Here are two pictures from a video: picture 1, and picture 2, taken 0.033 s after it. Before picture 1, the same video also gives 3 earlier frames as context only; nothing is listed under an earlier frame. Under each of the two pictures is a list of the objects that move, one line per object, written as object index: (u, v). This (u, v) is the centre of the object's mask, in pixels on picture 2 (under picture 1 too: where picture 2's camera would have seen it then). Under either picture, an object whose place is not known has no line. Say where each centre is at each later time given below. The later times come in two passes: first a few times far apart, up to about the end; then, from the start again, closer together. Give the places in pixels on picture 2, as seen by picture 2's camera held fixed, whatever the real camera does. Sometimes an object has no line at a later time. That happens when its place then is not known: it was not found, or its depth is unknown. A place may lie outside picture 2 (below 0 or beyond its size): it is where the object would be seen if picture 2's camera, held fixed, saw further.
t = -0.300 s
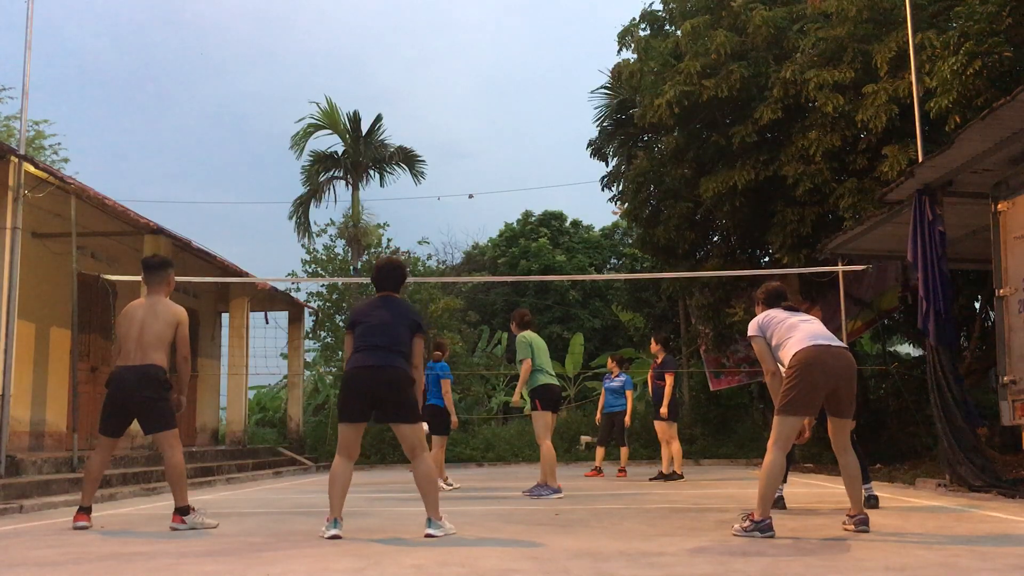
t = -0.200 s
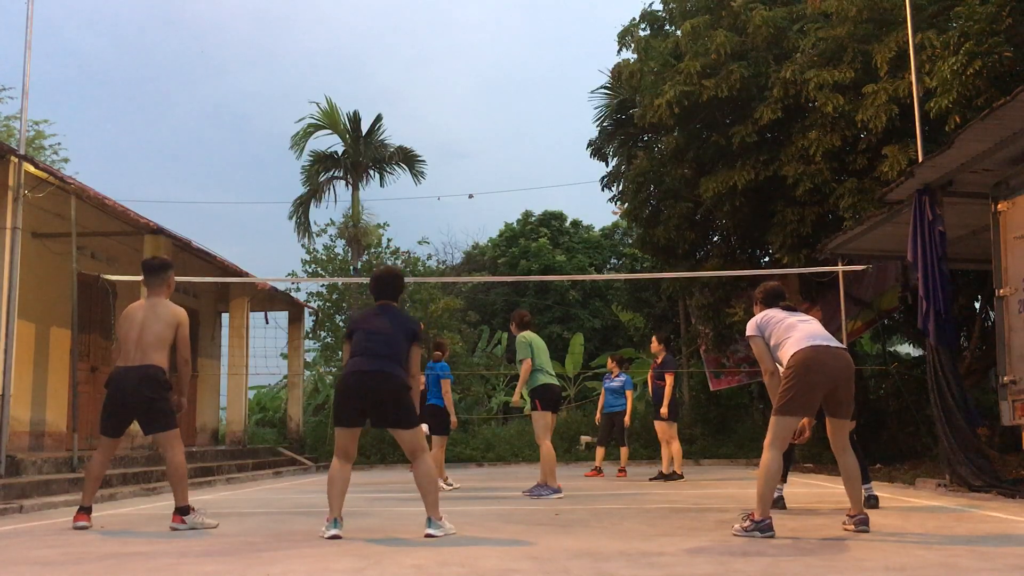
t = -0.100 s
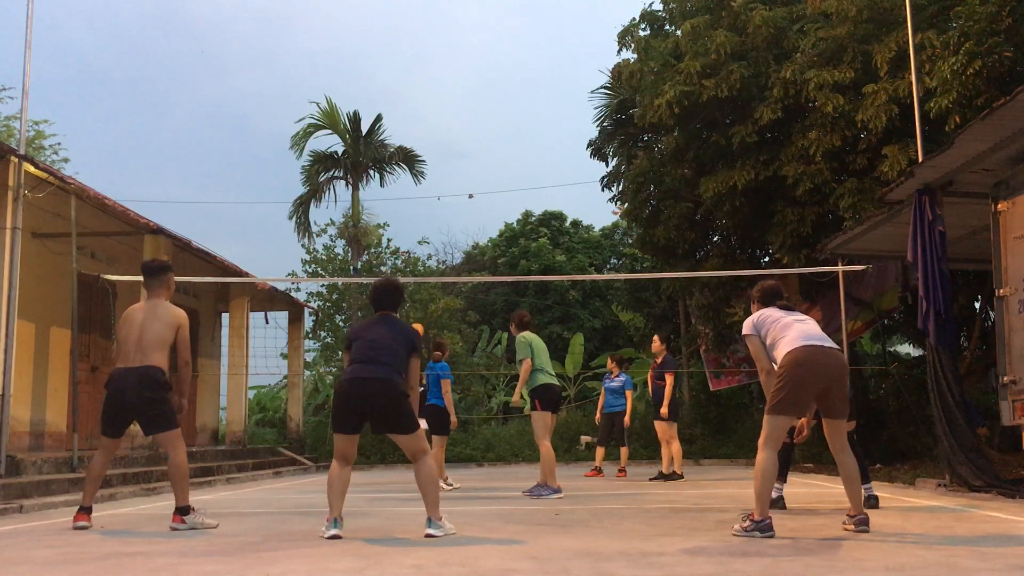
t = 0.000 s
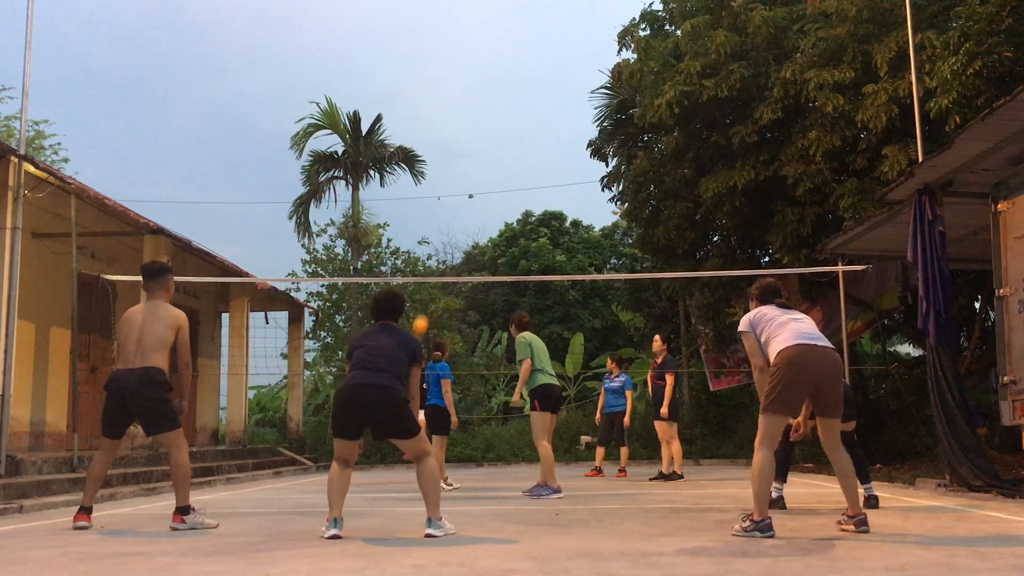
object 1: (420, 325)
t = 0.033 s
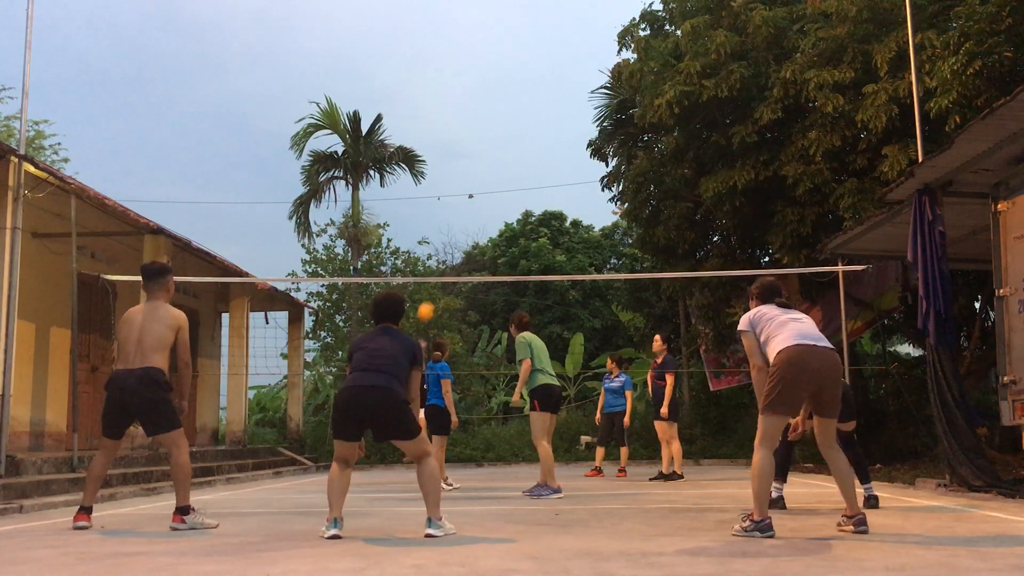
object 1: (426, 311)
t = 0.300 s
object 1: (470, 215)
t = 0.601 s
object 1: (547, 164)
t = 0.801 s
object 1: (630, 182)
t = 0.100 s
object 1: (436, 285)
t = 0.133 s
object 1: (442, 270)
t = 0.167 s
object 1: (447, 259)
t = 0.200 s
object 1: (453, 247)
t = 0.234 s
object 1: (458, 236)
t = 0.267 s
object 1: (464, 226)
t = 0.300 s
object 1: (470, 215)
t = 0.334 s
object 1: (476, 207)
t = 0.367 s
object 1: (483, 199)
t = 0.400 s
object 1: (490, 191)
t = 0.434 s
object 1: (498, 185)
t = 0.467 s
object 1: (507, 179)
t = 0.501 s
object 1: (516, 174)
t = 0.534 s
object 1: (525, 170)
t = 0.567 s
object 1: (536, 166)
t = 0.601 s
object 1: (547, 164)
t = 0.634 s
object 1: (559, 163)
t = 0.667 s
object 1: (571, 163)
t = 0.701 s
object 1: (584, 164)
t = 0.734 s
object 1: (599, 168)
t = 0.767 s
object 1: (614, 174)
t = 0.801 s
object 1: (630, 182)
